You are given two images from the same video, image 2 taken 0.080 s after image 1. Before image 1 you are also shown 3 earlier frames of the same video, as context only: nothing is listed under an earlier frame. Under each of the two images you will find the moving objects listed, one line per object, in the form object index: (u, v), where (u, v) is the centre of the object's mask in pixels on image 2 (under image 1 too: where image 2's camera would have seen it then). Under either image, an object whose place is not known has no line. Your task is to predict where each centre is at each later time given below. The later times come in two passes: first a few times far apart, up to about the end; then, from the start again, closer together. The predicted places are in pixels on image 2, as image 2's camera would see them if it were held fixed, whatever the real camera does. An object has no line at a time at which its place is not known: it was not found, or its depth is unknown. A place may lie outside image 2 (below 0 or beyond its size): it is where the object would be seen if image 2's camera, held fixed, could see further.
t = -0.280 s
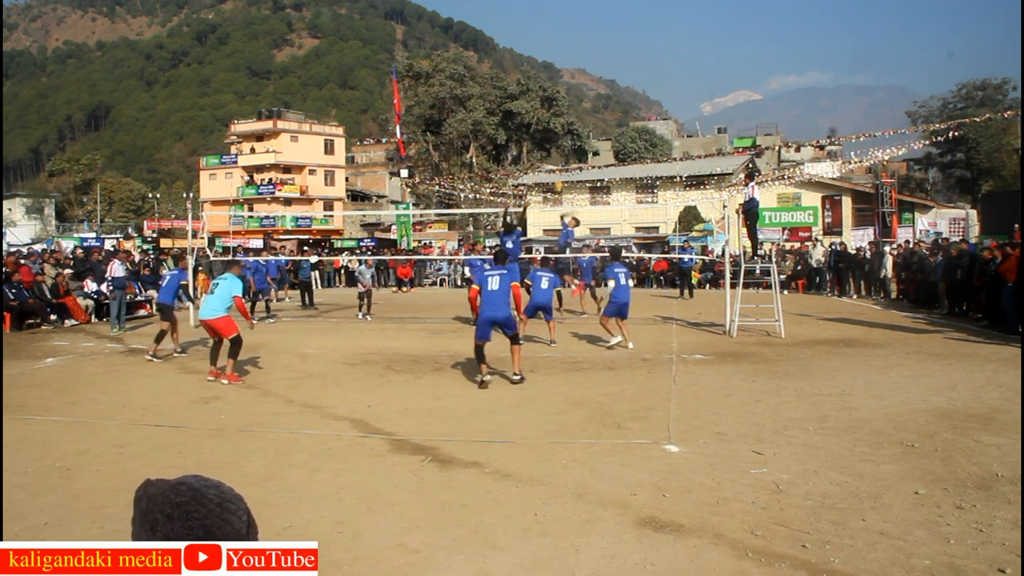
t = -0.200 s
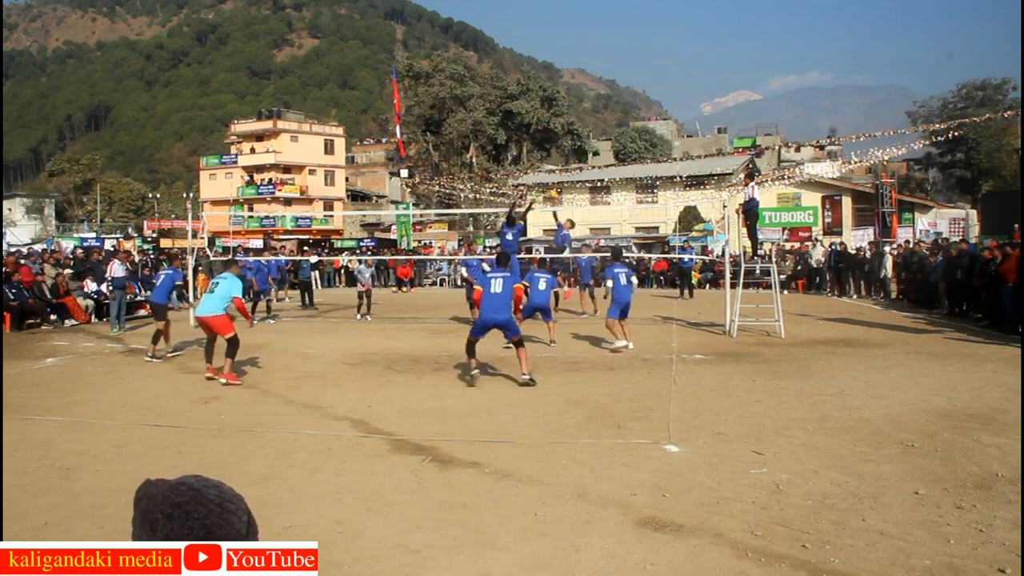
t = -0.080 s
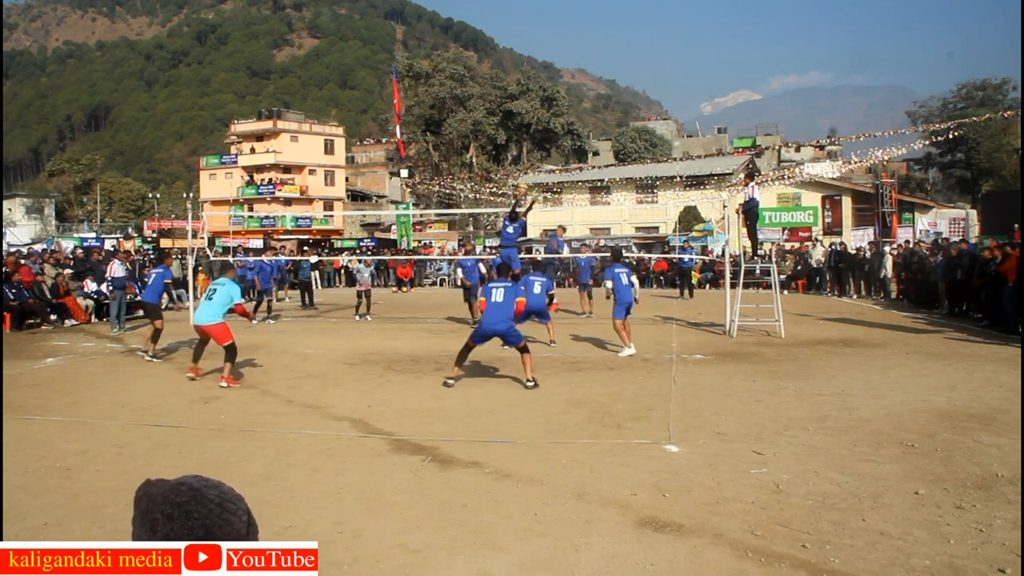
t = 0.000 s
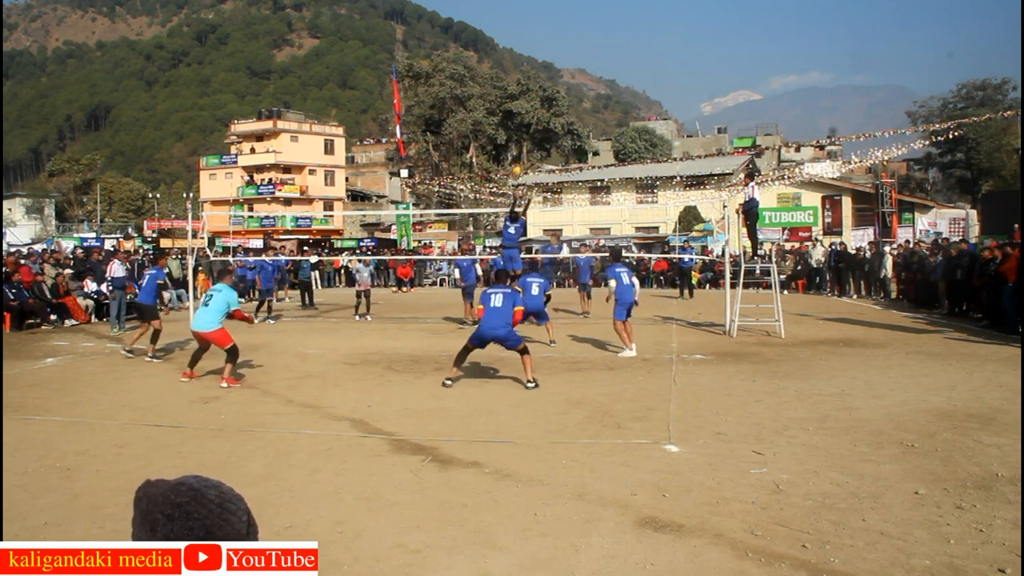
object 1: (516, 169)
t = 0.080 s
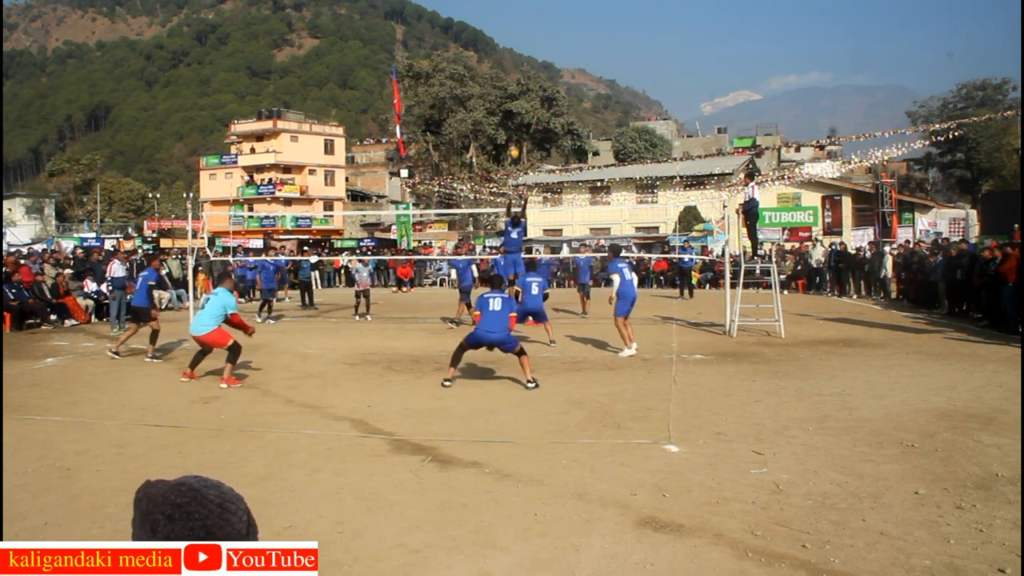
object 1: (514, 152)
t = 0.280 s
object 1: (503, 123)
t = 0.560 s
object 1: (490, 118)
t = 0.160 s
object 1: (509, 137)
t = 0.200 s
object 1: (508, 132)
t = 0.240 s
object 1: (505, 127)
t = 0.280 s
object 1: (503, 123)
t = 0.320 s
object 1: (501, 120)
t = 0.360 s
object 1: (499, 117)
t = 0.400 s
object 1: (498, 116)
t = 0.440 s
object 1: (496, 115)
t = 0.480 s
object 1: (493, 115)
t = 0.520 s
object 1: (491, 115)
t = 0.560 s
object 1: (490, 118)
